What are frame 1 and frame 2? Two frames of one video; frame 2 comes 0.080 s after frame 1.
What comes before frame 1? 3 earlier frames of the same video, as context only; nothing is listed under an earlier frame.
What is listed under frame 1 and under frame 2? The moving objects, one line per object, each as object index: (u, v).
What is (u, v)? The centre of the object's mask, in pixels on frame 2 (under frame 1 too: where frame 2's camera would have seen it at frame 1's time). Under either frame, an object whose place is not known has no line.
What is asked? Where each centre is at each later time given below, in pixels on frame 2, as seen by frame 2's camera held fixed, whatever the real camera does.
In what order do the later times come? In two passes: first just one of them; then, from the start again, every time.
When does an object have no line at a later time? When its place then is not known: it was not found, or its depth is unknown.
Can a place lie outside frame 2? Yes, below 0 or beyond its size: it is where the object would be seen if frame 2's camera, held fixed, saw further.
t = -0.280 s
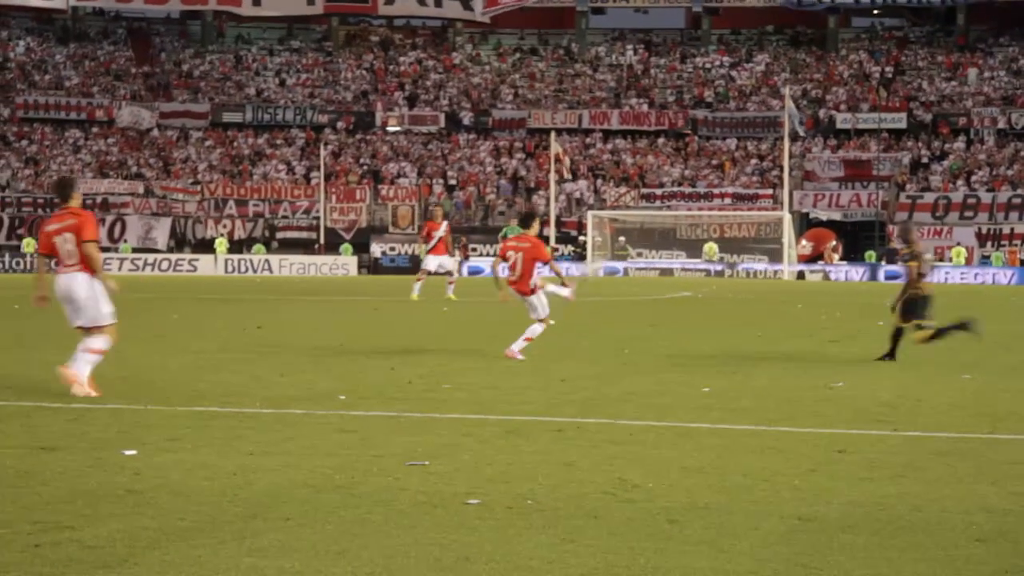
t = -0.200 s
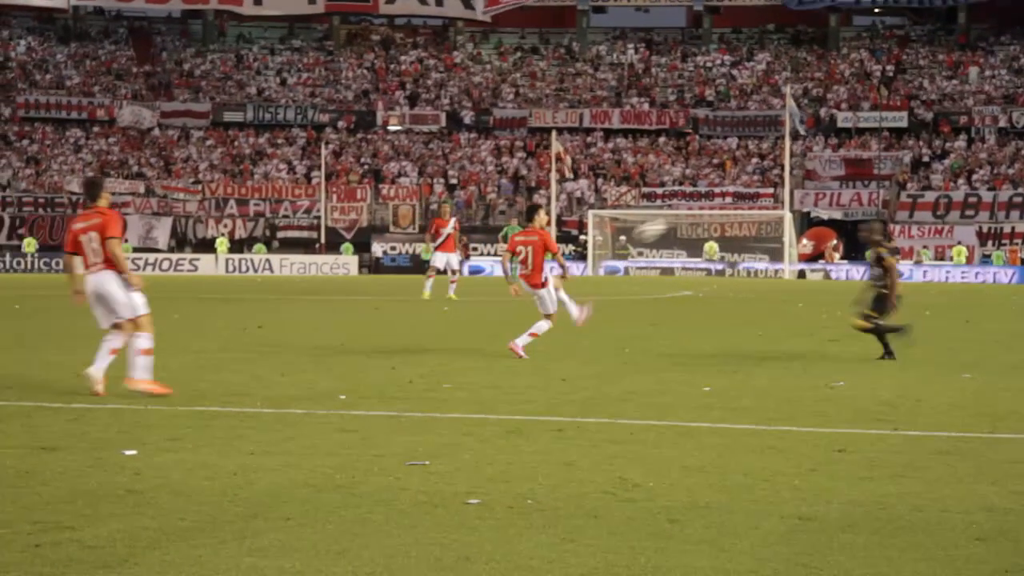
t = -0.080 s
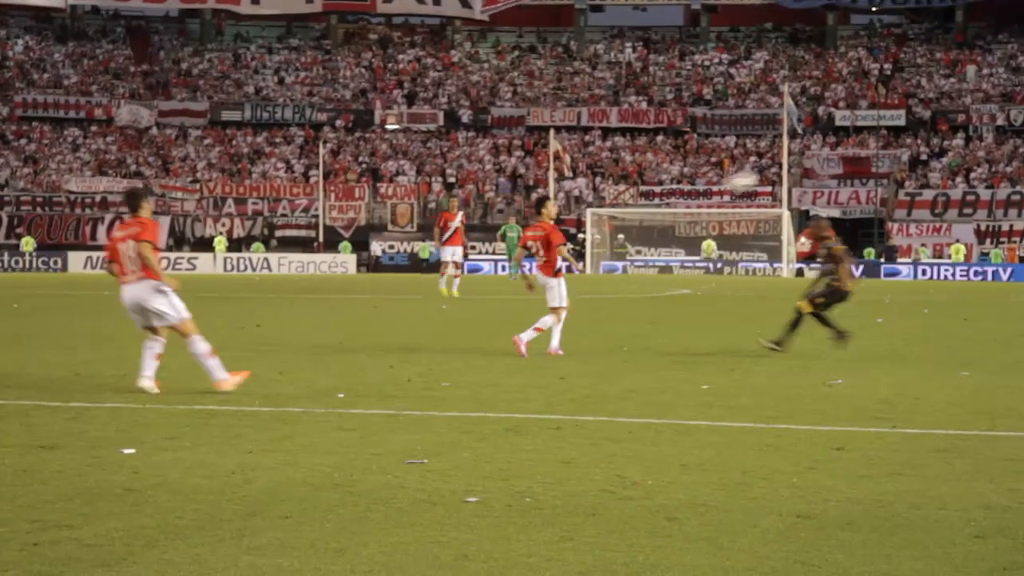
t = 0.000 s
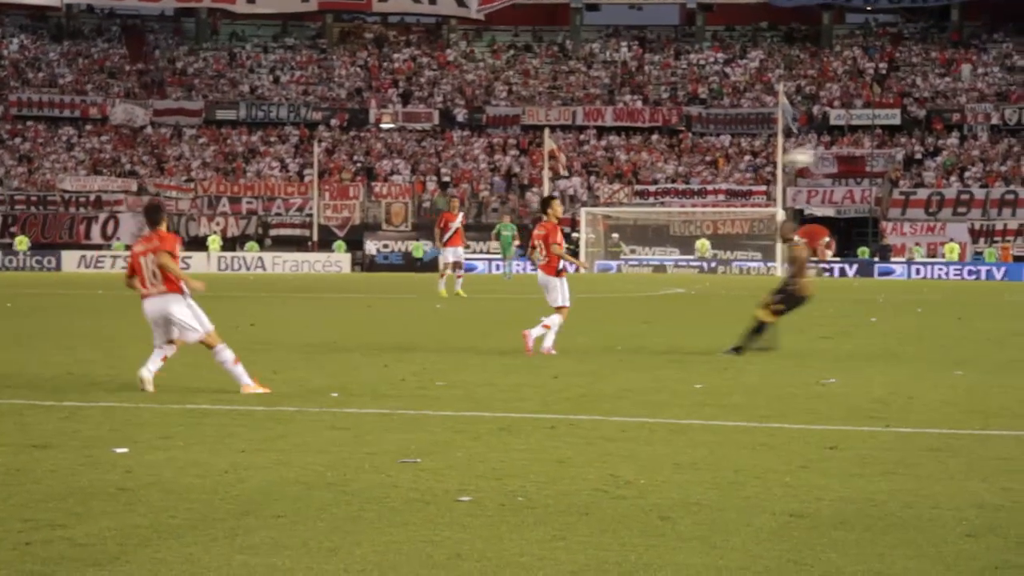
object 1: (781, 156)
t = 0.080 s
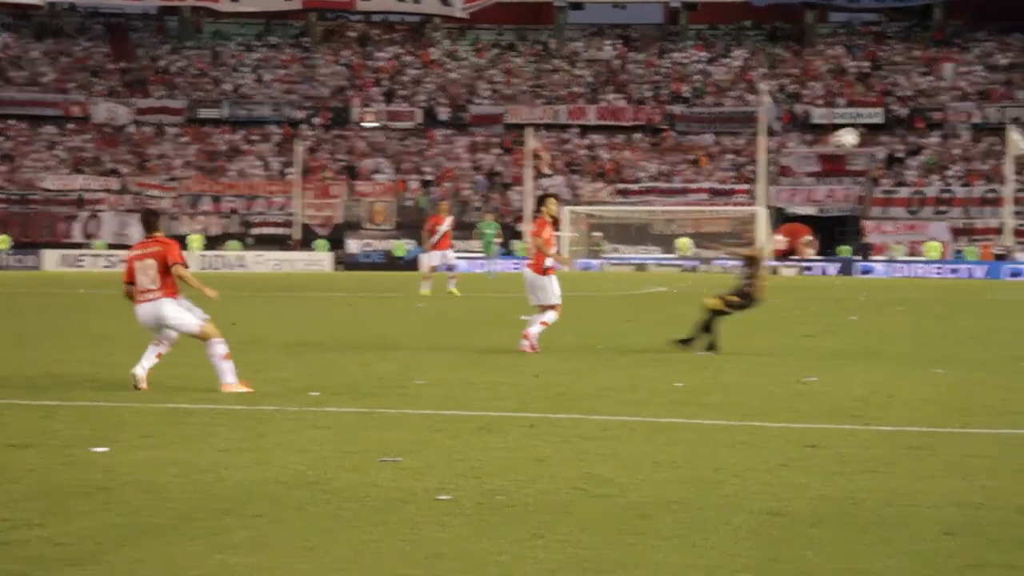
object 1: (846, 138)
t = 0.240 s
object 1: (978, 122)
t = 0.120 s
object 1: (877, 133)
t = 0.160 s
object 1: (910, 129)
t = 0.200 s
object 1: (944, 124)
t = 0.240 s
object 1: (978, 122)
